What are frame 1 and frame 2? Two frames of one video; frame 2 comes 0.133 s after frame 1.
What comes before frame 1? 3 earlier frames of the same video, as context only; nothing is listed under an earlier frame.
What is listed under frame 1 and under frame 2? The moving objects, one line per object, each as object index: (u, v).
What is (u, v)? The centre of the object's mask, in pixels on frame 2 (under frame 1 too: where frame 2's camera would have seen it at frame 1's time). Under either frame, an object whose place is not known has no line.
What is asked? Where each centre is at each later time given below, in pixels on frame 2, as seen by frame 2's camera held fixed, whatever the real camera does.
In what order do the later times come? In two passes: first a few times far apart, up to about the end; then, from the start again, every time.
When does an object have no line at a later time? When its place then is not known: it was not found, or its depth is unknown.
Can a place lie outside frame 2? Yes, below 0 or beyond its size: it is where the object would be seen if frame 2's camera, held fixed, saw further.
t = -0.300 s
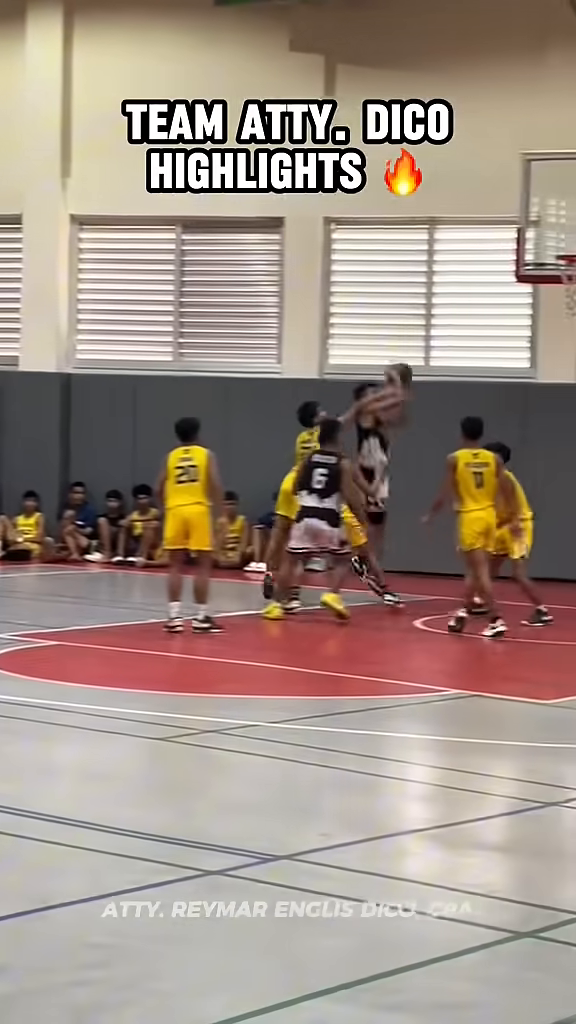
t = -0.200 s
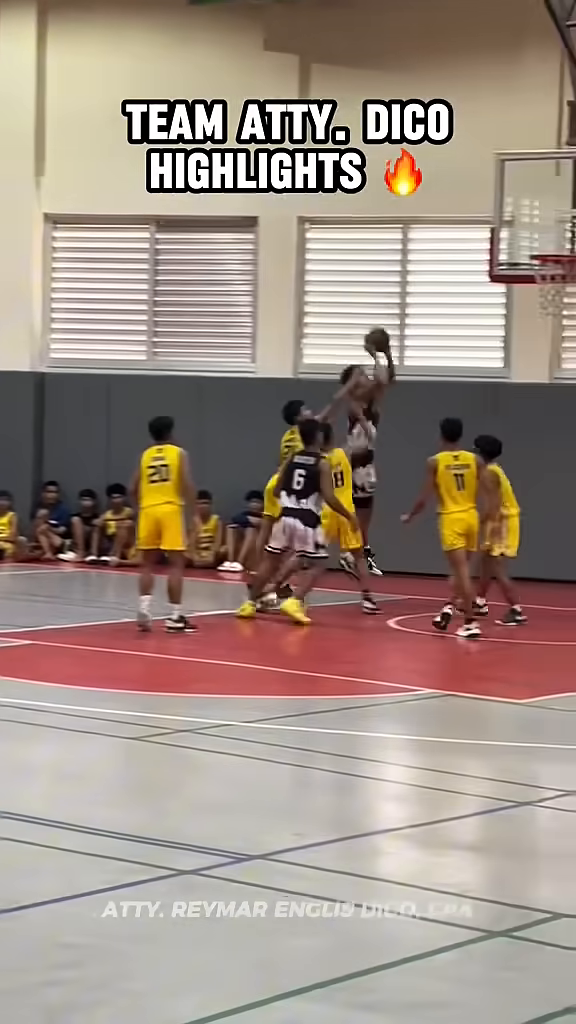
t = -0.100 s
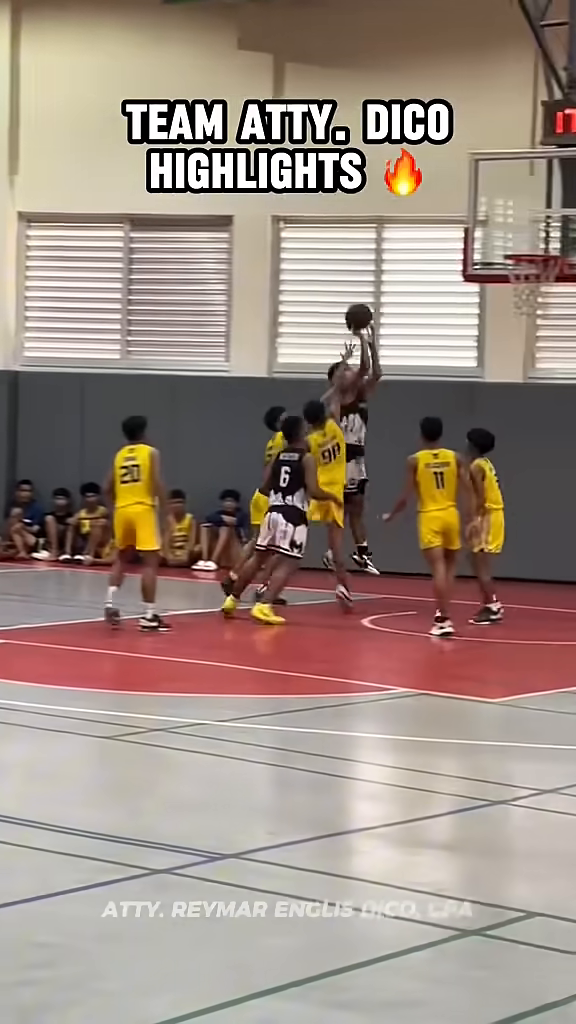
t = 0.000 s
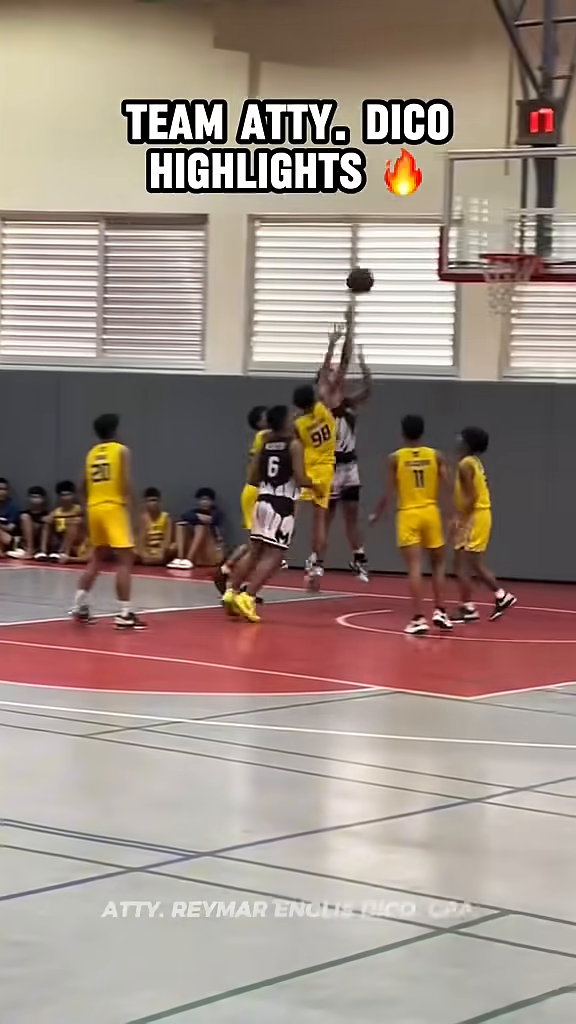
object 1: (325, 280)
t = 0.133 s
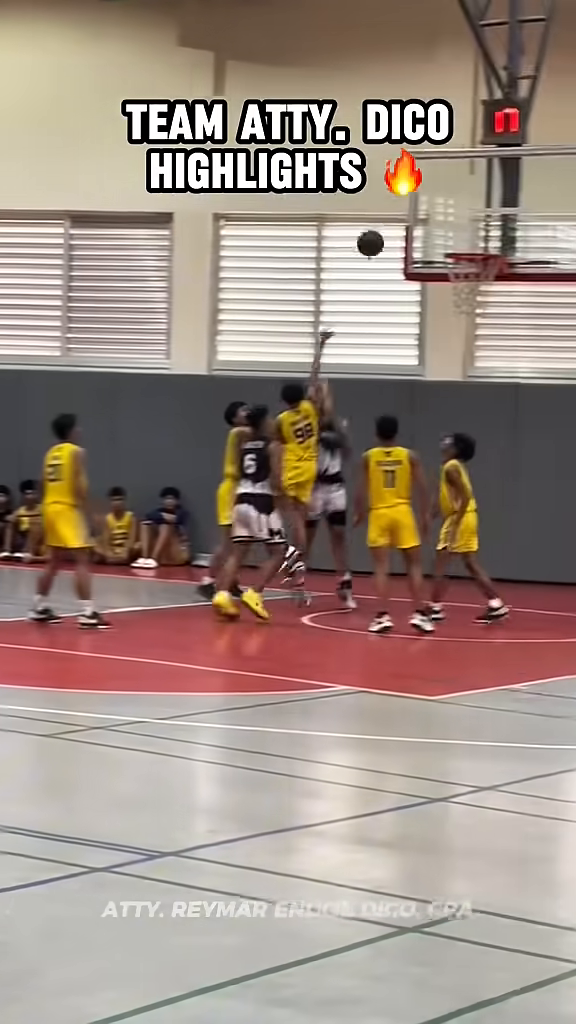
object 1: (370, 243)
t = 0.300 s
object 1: (427, 225)
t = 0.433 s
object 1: (474, 234)
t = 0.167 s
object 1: (382, 237)
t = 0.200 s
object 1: (394, 232)
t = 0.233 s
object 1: (404, 228)
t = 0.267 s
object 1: (416, 226)
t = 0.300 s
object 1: (427, 225)
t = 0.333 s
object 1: (439, 225)
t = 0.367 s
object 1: (450, 227)
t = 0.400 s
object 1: (462, 230)
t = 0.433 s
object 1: (474, 234)
